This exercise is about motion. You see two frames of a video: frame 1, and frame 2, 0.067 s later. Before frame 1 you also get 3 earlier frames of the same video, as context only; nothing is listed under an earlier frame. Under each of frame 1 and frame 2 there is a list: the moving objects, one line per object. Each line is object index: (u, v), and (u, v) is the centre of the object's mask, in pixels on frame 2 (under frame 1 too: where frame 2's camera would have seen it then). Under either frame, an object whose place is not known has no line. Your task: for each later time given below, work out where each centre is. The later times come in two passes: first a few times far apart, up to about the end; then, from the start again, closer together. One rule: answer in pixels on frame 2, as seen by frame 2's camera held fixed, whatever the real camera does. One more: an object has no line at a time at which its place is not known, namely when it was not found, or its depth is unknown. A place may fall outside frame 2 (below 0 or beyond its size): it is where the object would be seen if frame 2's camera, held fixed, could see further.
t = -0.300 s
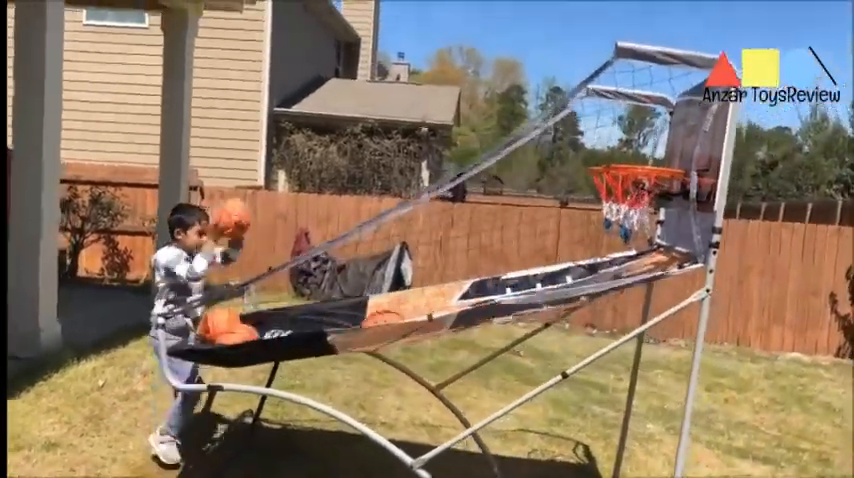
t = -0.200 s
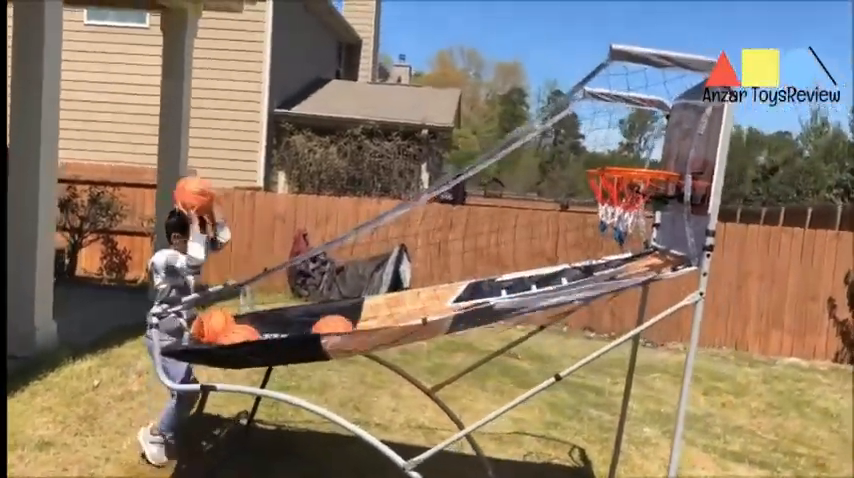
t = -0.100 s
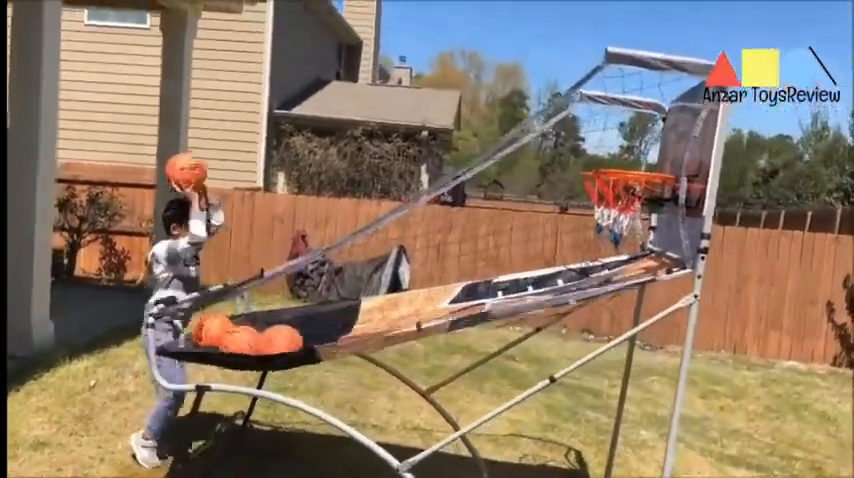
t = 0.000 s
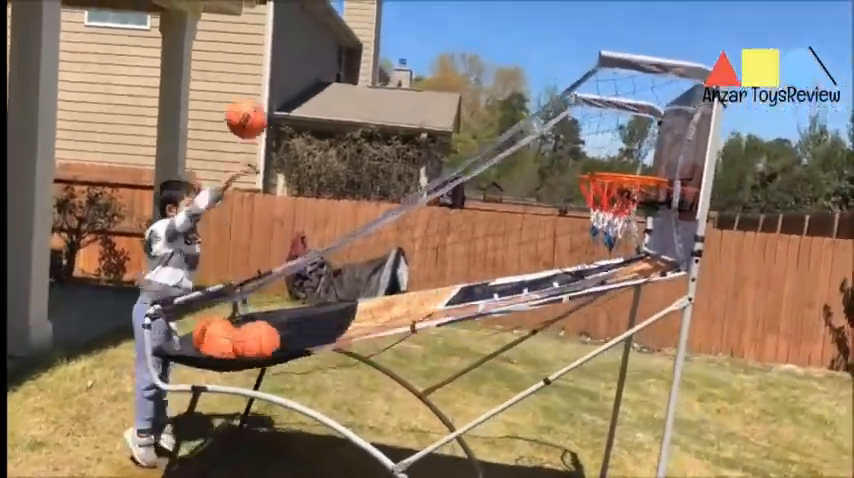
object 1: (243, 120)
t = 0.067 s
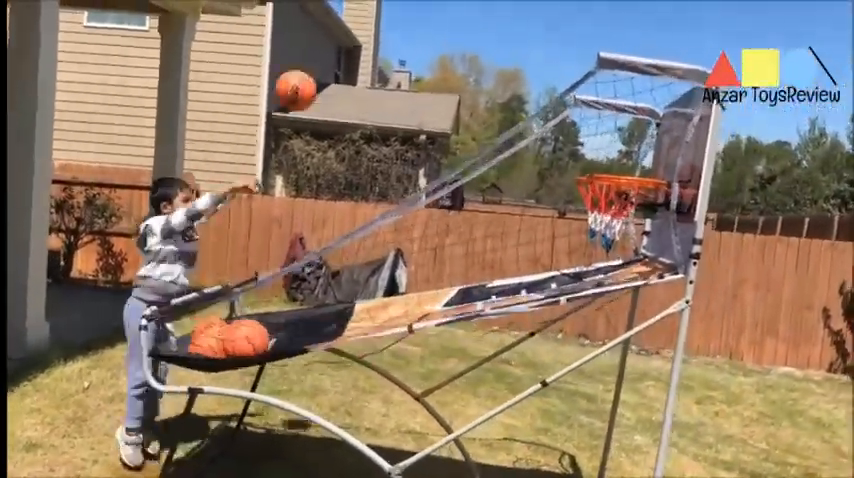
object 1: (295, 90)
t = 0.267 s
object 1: (449, 61)
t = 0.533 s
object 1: (661, 160)
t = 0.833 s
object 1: (614, 119)
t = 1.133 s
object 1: (530, 158)
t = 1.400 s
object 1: (430, 290)
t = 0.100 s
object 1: (322, 79)
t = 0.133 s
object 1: (347, 71)
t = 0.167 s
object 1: (373, 66)
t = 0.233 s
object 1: (423, 60)
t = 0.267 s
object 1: (449, 61)
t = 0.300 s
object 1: (474, 65)
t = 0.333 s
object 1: (499, 72)
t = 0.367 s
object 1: (524, 80)
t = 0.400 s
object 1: (548, 89)
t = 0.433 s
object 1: (577, 107)
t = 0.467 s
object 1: (599, 122)
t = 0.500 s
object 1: (622, 140)
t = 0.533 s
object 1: (661, 160)
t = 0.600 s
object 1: (639, 151)
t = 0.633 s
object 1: (635, 140)
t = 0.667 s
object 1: (632, 131)
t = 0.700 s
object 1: (629, 124)
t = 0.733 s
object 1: (625, 119)
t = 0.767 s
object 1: (621, 117)
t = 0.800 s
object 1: (618, 117)
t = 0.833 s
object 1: (614, 119)
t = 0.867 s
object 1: (608, 125)
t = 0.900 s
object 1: (602, 133)
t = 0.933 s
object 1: (596, 144)
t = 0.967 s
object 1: (589, 156)
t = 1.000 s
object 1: (579, 155)
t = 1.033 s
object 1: (566, 153)
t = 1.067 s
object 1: (555, 153)
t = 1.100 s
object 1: (543, 155)
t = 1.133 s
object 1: (530, 158)
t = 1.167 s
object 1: (519, 167)
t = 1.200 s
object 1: (506, 175)
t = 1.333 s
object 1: (454, 241)
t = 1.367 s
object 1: (441, 263)
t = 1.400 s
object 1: (430, 290)
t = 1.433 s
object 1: (415, 308)
